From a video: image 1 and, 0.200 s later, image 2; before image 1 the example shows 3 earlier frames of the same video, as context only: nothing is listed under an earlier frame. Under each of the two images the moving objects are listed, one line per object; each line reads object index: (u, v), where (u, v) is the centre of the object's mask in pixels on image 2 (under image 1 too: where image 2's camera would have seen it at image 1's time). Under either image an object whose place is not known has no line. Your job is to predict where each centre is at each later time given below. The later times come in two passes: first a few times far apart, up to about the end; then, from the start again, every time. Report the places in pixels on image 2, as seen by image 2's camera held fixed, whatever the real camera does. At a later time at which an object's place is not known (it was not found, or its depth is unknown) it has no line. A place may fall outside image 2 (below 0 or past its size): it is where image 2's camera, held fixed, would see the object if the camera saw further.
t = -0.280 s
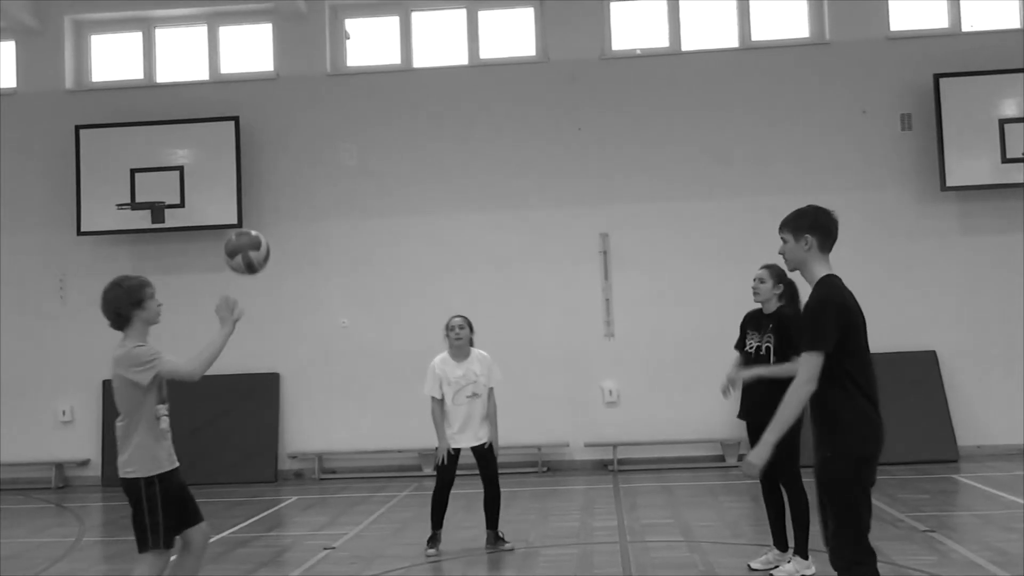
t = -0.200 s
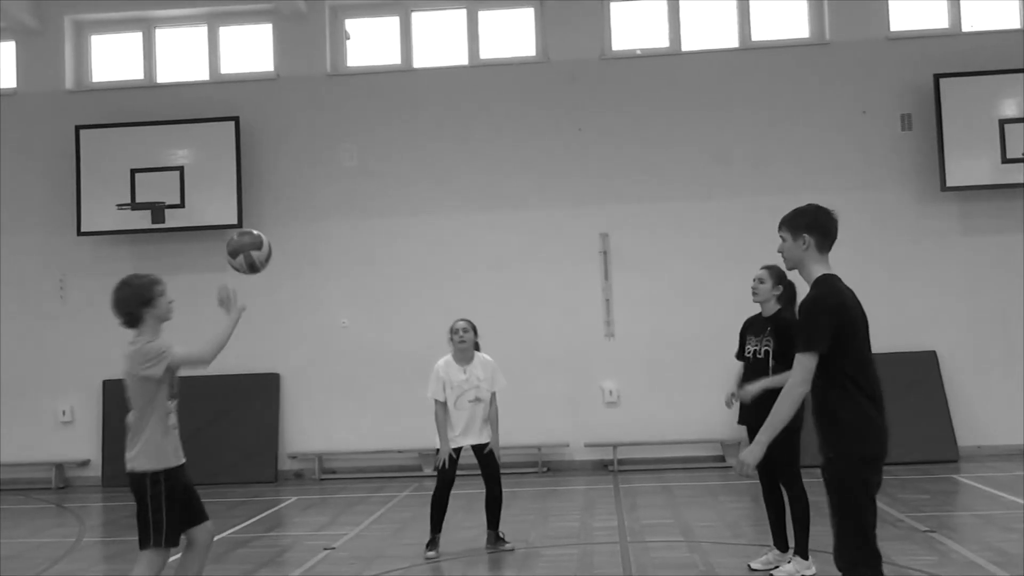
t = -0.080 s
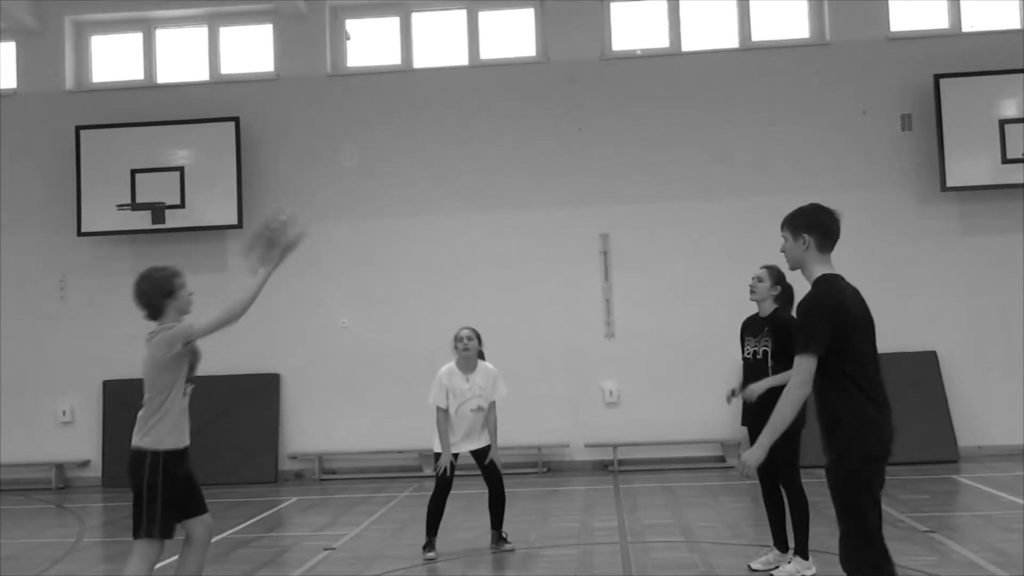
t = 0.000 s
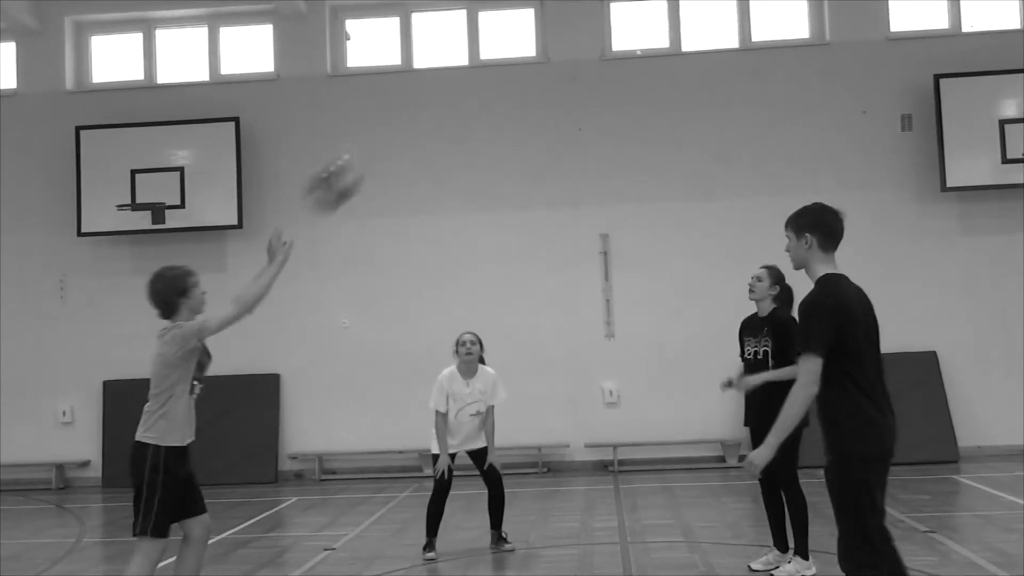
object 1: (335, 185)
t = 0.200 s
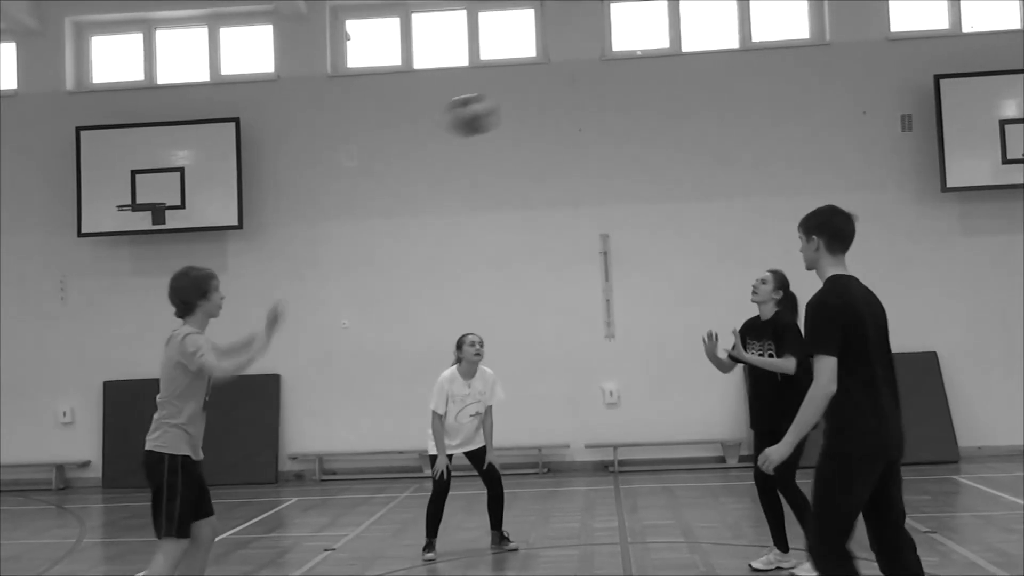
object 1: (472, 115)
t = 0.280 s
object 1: (522, 111)
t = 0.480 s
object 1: (643, 152)
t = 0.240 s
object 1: (497, 112)
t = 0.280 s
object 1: (522, 111)
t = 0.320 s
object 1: (547, 113)
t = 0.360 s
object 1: (572, 119)
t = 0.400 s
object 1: (596, 127)
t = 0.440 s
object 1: (620, 138)
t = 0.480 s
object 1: (643, 152)
